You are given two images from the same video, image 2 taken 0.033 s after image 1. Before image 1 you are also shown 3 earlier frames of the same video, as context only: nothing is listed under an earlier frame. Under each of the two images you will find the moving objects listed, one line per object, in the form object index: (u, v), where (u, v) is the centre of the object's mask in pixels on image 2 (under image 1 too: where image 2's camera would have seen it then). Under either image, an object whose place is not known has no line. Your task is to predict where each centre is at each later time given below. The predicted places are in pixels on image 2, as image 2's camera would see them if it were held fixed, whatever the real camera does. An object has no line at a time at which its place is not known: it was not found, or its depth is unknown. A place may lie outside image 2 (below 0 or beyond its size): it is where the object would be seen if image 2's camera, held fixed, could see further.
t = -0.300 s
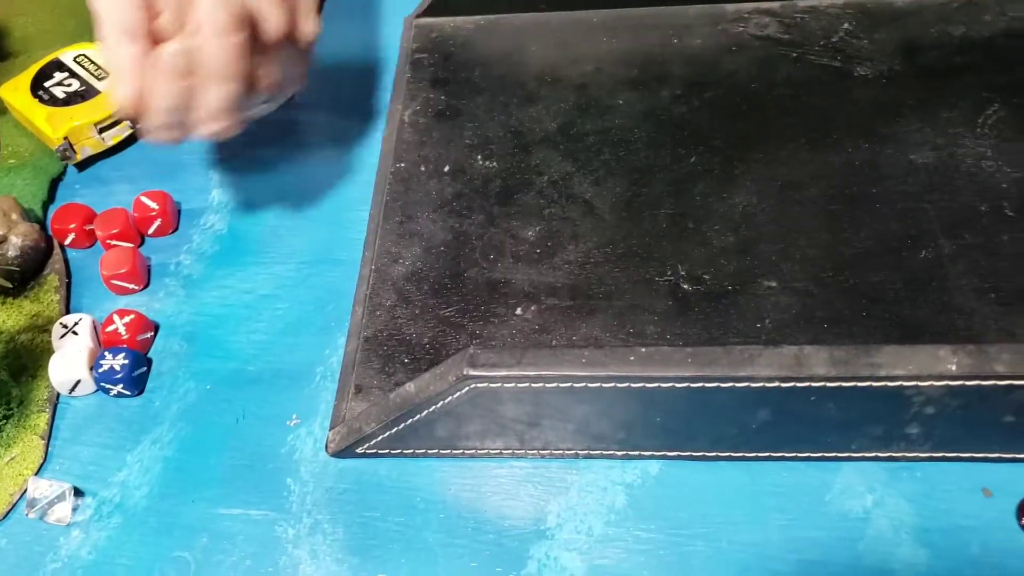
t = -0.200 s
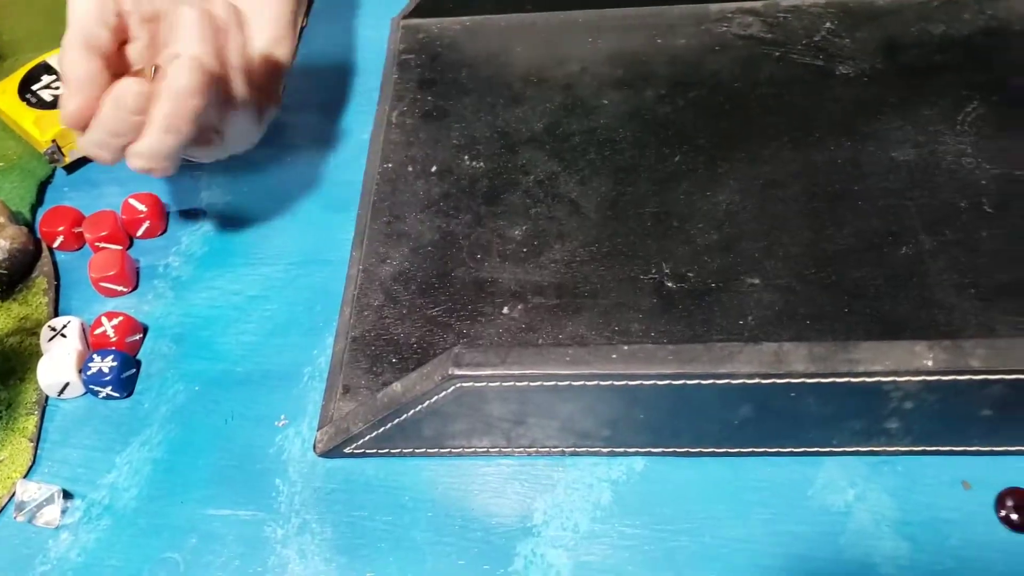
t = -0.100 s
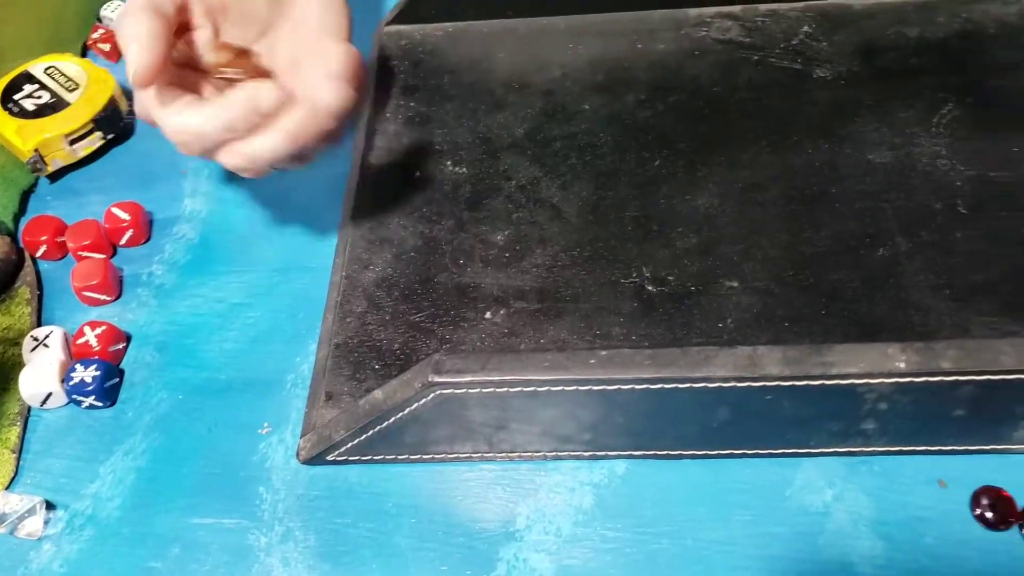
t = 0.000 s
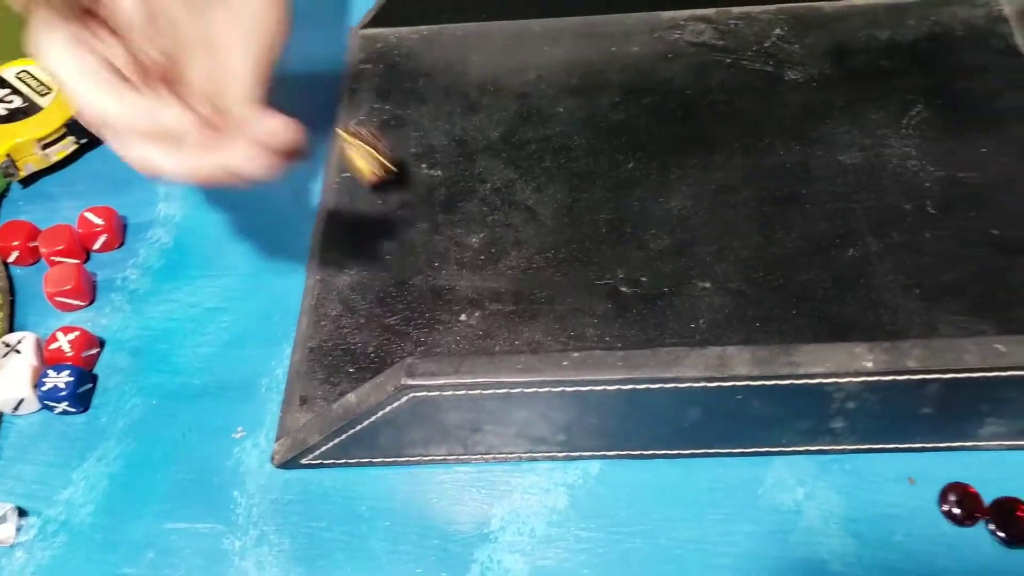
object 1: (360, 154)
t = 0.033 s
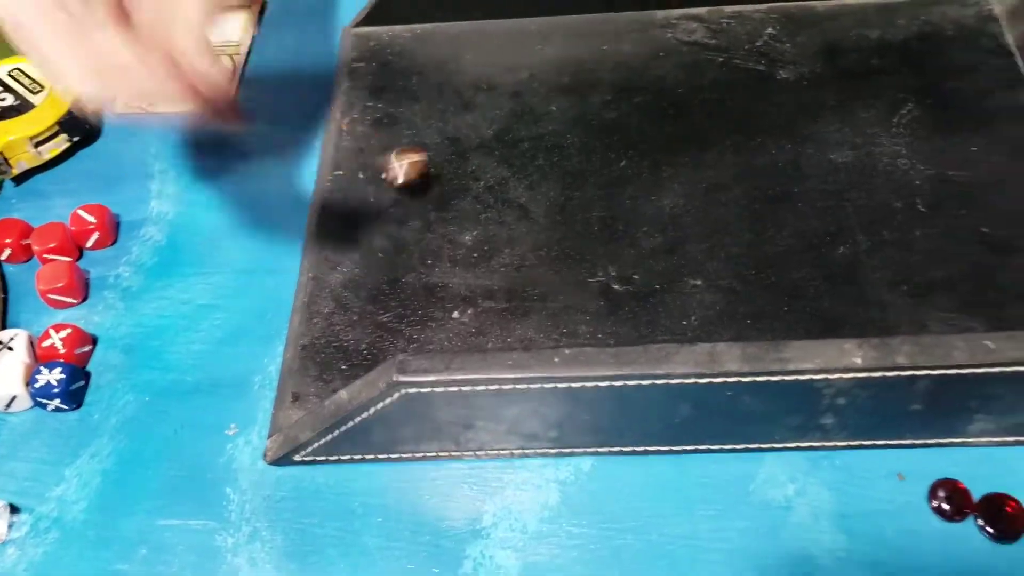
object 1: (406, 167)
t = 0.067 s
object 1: (446, 161)
